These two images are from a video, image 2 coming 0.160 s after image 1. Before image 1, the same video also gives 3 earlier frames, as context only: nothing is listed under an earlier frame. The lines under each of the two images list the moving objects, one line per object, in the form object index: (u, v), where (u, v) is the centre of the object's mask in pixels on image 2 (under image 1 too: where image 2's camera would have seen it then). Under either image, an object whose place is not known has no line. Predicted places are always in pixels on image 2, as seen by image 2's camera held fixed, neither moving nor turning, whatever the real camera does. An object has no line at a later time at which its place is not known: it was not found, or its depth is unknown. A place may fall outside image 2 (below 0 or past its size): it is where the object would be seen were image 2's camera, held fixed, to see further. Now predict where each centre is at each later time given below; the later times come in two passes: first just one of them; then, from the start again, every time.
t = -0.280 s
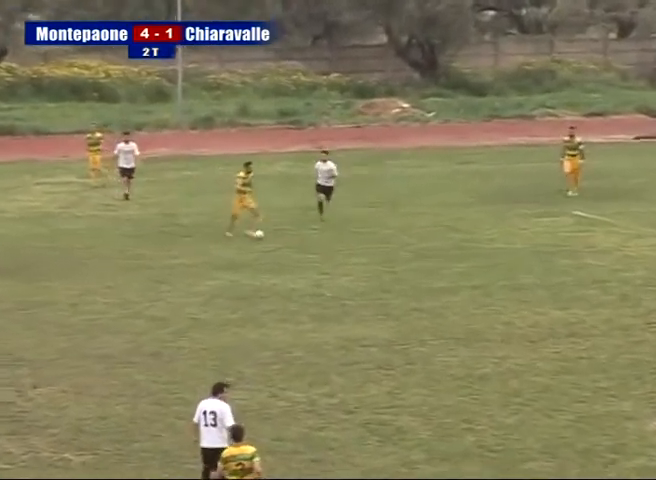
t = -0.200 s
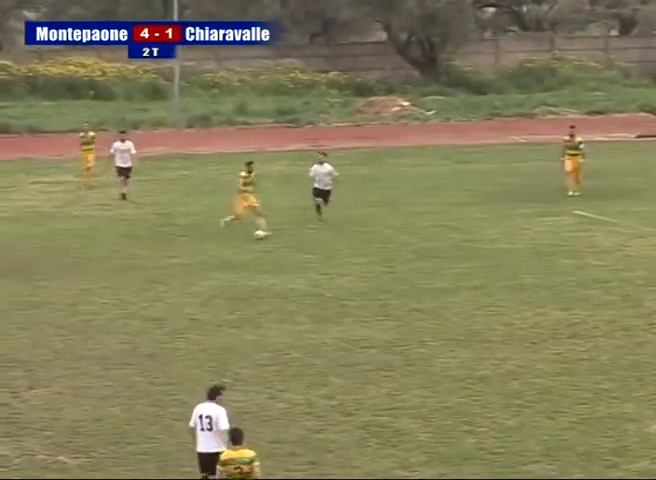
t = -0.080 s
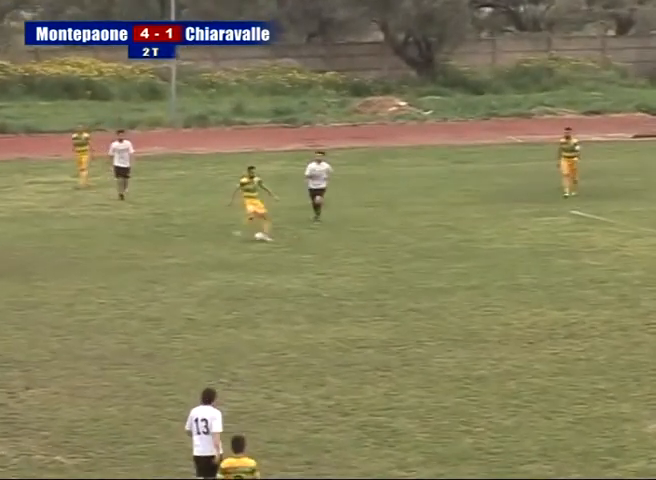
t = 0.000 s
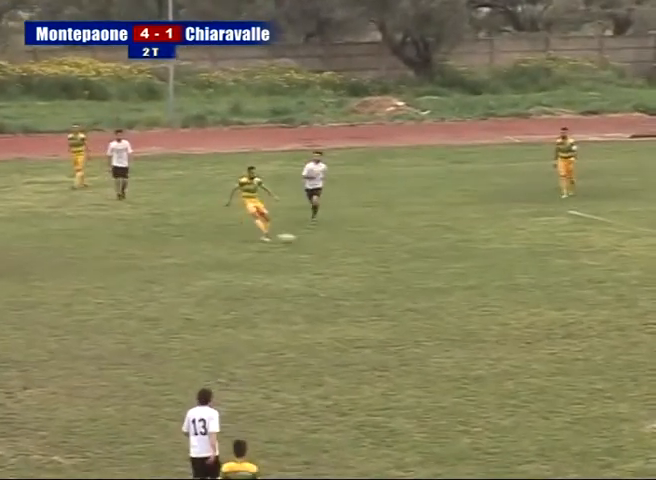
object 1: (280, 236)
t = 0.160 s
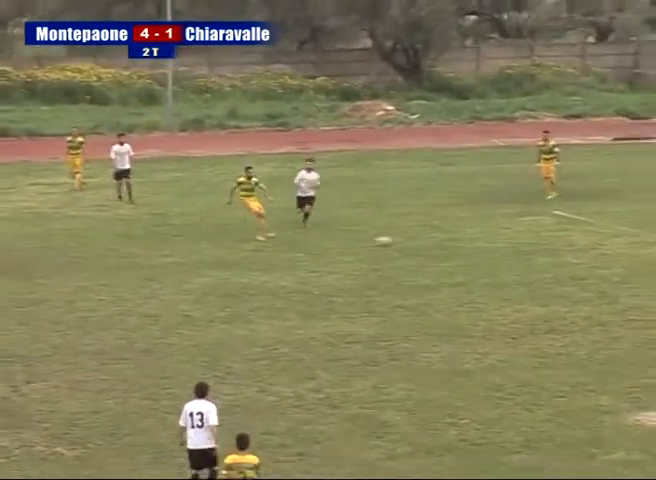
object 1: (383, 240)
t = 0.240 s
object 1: (430, 243)
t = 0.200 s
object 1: (408, 241)
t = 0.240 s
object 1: (430, 243)
